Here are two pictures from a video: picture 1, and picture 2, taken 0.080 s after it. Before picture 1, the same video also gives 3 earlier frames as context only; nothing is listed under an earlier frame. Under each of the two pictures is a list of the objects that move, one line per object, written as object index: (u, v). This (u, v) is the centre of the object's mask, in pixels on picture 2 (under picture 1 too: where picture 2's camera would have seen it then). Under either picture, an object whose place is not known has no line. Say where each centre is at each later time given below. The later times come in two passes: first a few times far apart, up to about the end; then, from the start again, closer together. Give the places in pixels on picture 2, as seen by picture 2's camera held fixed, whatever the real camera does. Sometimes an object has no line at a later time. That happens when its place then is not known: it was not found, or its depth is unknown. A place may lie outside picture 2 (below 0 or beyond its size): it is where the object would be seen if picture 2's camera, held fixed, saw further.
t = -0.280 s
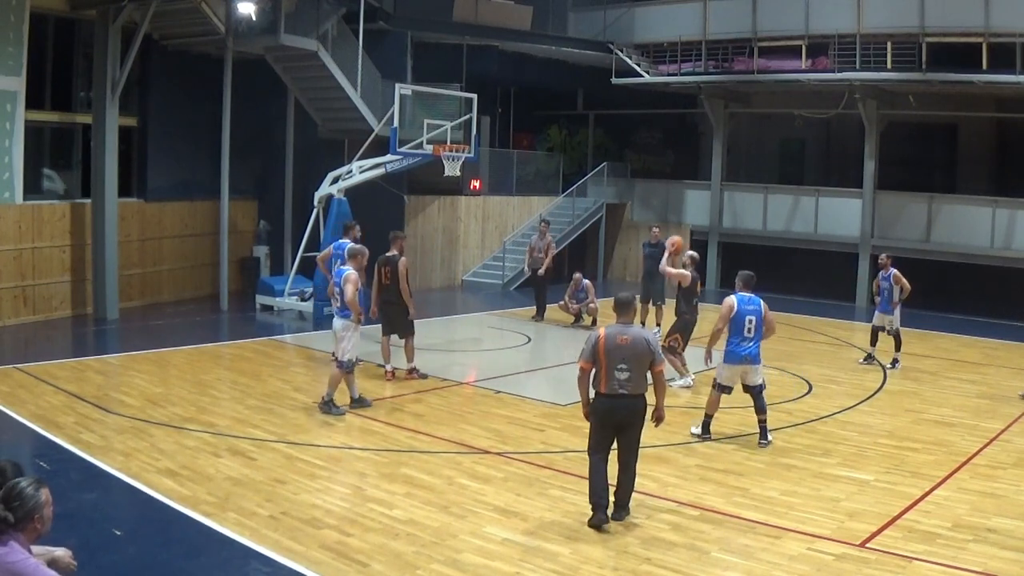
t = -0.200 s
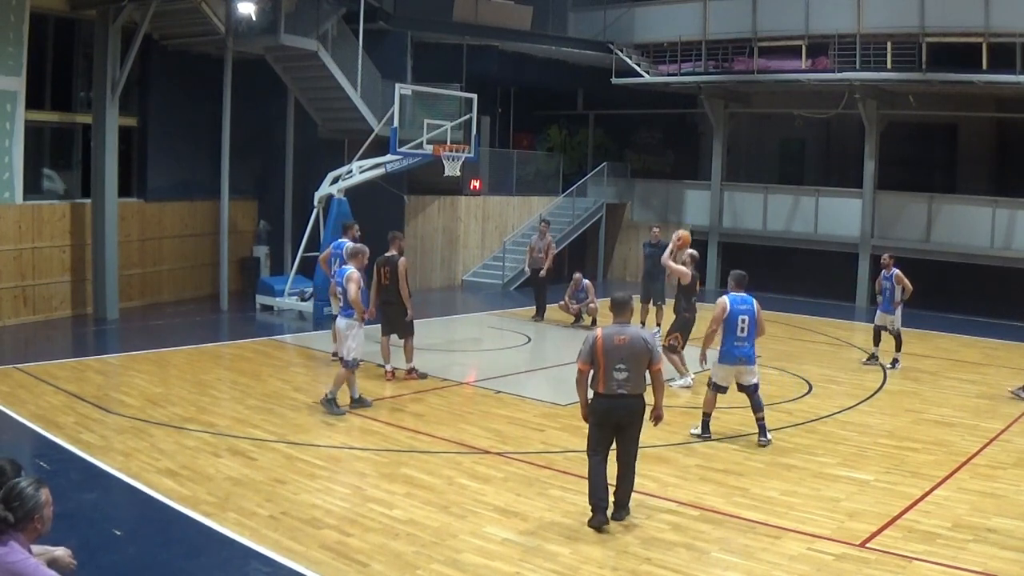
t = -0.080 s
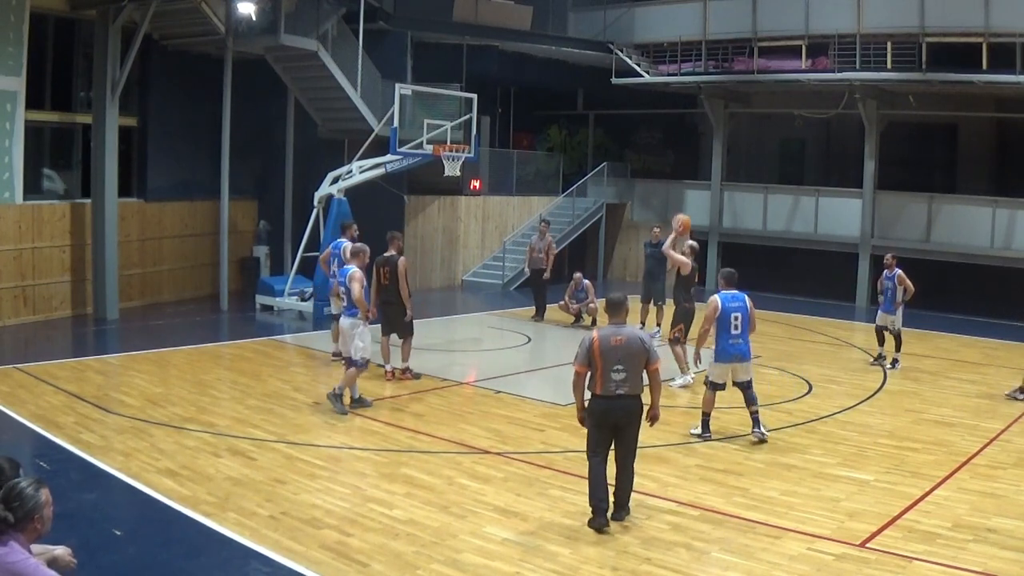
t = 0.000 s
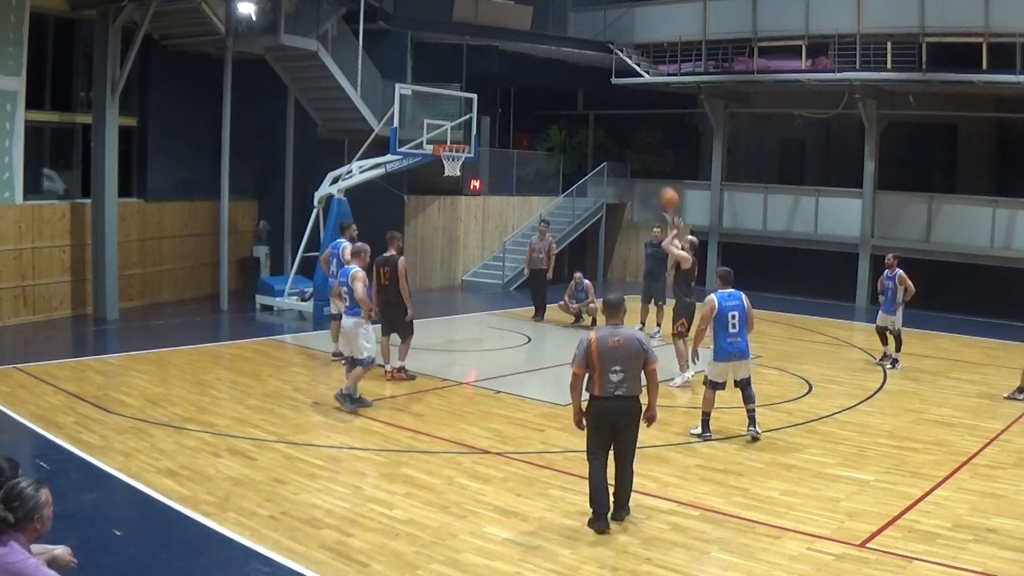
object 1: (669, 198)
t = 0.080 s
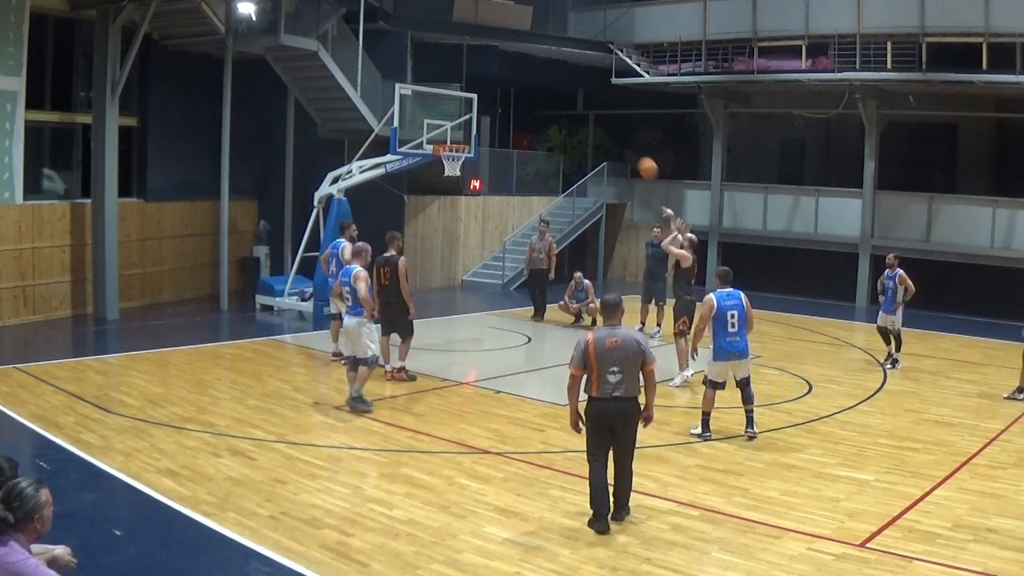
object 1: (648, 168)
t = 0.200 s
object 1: (617, 134)
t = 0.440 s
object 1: (558, 98)
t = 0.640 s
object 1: (513, 100)
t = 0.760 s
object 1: (488, 113)
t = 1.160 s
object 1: (450, 174)
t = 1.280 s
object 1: (456, 190)
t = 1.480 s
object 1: (464, 242)
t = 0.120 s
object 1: (637, 155)
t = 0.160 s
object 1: (627, 143)
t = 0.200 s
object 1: (617, 134)
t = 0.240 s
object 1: (607, 125)
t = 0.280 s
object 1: (597, 117)
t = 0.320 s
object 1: (587, 110)
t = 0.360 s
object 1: (577, 105)
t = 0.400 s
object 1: (568, 101)
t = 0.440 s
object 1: (558, 98)
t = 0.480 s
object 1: (549, 97)
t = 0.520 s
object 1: (540, 96)
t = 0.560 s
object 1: (531, 96)
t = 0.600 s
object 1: (522, 98)
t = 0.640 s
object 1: (513, 100)
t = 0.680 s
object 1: (504, 104)
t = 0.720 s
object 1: (496, 108)
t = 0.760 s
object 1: (488, 113)
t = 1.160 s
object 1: (450, 174)
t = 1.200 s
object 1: (452, 179)
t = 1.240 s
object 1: (454, 184)
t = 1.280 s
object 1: (456, 190)
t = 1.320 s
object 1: (457, 198)
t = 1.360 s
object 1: (459, 210)
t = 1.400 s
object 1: (461, 219)
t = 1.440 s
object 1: (462, 230)
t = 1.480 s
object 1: (464, 242)
